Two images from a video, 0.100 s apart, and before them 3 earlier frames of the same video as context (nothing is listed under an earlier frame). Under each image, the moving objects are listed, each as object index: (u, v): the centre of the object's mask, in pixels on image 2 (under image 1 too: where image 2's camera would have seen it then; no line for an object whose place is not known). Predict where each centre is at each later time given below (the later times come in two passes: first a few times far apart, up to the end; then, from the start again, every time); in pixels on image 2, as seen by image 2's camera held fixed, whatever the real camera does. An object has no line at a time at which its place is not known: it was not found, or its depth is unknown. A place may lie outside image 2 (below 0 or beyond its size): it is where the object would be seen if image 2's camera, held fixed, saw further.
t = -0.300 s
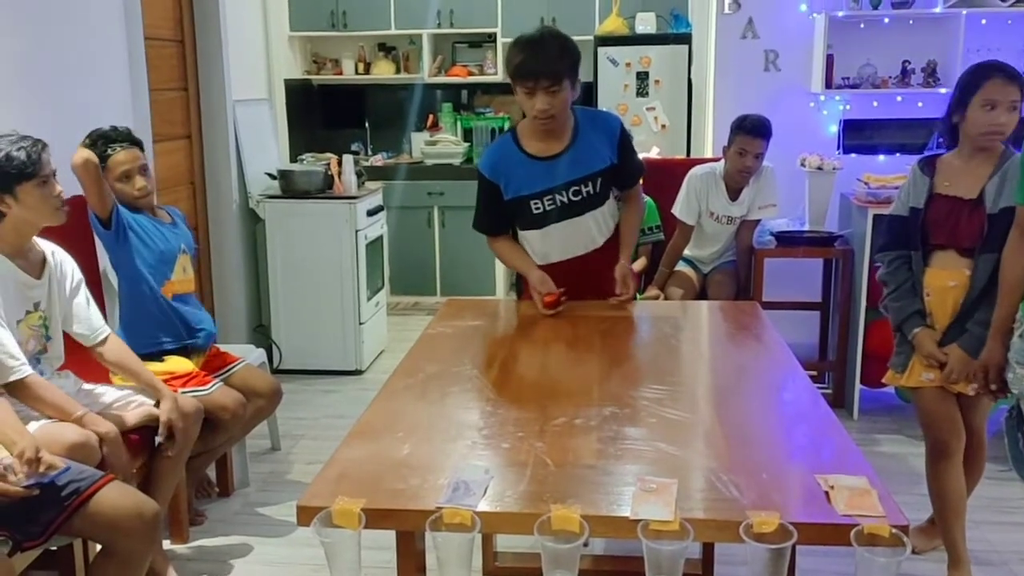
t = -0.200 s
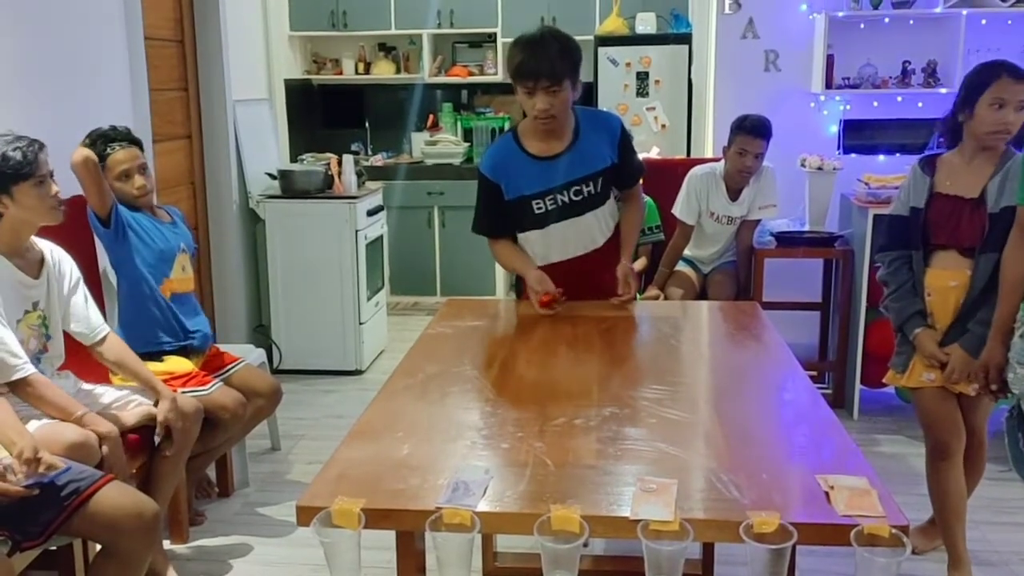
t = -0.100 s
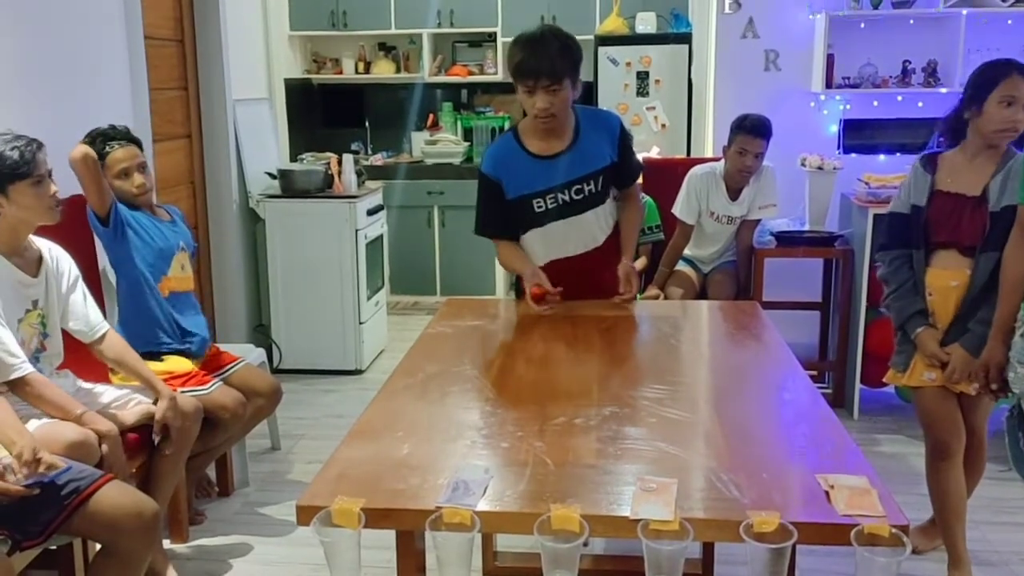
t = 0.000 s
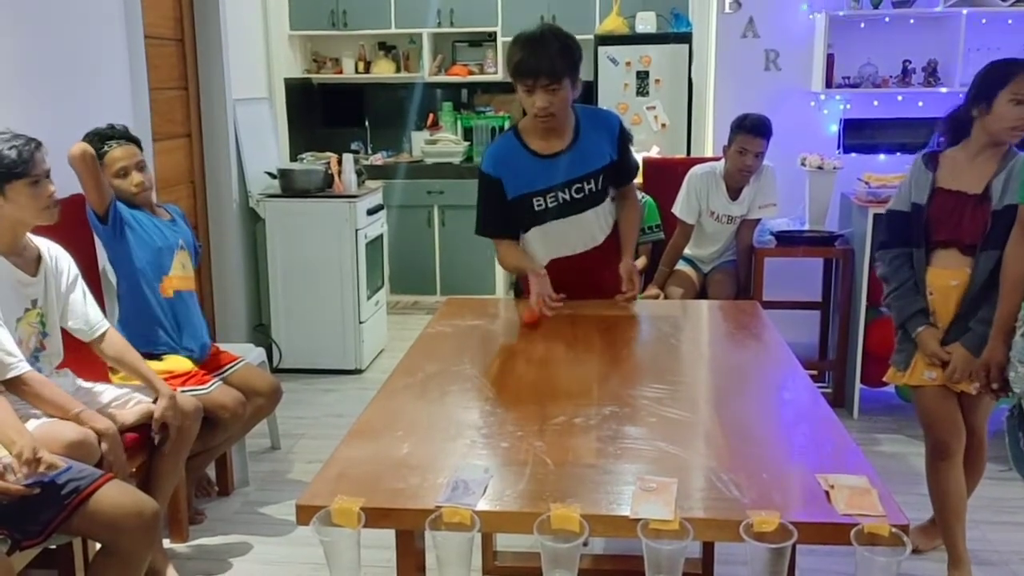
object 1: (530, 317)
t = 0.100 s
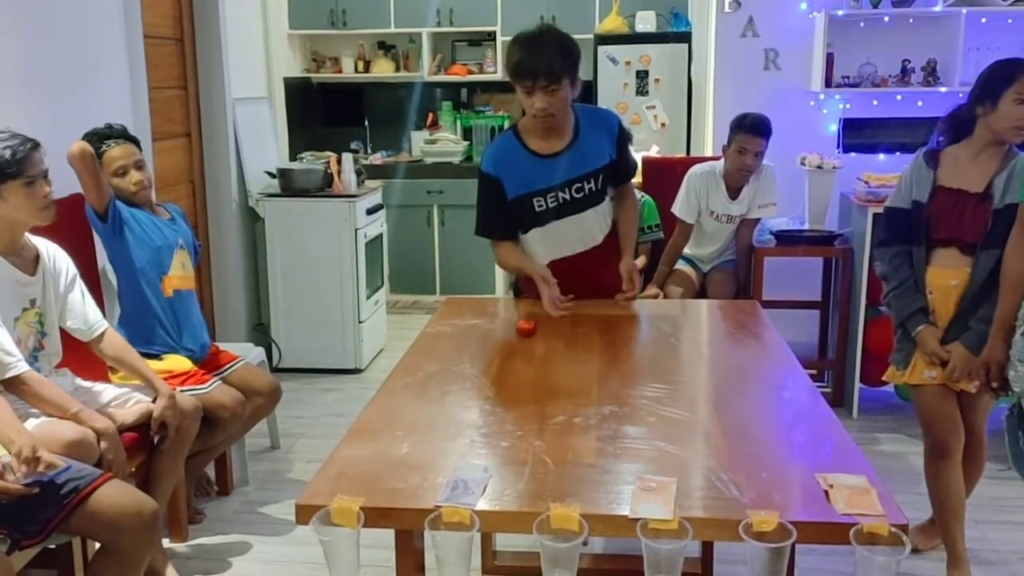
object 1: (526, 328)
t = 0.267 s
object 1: (525, 350)
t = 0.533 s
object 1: (530, 389)
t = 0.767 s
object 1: (535, 412)
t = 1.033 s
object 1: (539, 427)
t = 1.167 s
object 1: (543, 431)
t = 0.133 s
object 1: (526, 324)
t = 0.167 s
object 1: (526, 323)
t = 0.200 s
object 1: (525, 326)
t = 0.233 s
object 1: (523, 336)
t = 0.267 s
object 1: (525, 350)
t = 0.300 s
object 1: (525, 369)
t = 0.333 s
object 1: (526, 358)
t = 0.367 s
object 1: (526, 352)
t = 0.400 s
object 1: (527, 350)
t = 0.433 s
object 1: (527, 351)
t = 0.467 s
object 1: (529, 359)
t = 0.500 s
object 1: (530, 371)
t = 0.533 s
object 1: (530, 389)
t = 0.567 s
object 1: (531, 383)
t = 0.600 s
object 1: (532, 376)
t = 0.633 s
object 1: (532, 372)
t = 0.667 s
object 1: (532, 373)
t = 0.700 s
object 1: (533, 380)
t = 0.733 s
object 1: (534, 393)
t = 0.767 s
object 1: (535, 412)
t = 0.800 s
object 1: (535, 406)
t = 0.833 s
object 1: (536, 397)
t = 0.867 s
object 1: (536, 395)
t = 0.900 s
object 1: (537, 397)
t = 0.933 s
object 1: (537, 405)
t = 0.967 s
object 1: (538, 418)
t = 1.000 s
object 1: (538, 436)
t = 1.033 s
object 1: (539, 427)
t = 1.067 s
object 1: (540, 419)
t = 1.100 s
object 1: (541, 418)
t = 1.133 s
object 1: (541, 422)
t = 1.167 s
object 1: (543, 431)
